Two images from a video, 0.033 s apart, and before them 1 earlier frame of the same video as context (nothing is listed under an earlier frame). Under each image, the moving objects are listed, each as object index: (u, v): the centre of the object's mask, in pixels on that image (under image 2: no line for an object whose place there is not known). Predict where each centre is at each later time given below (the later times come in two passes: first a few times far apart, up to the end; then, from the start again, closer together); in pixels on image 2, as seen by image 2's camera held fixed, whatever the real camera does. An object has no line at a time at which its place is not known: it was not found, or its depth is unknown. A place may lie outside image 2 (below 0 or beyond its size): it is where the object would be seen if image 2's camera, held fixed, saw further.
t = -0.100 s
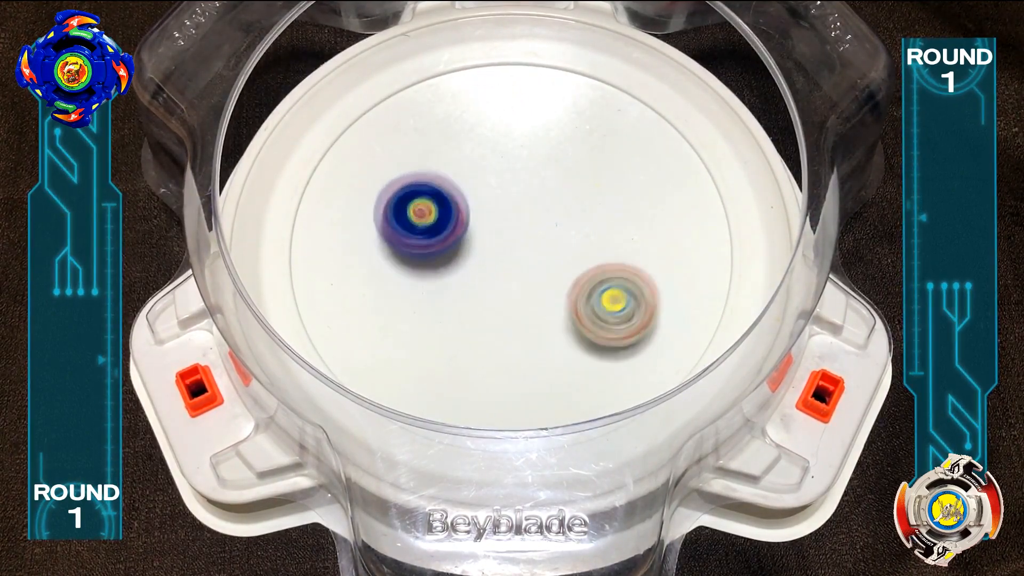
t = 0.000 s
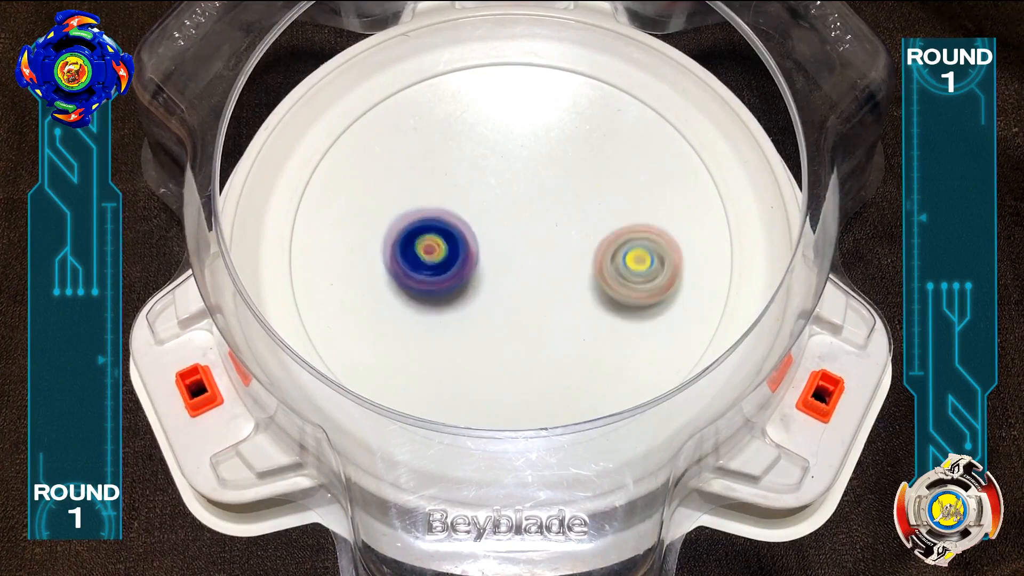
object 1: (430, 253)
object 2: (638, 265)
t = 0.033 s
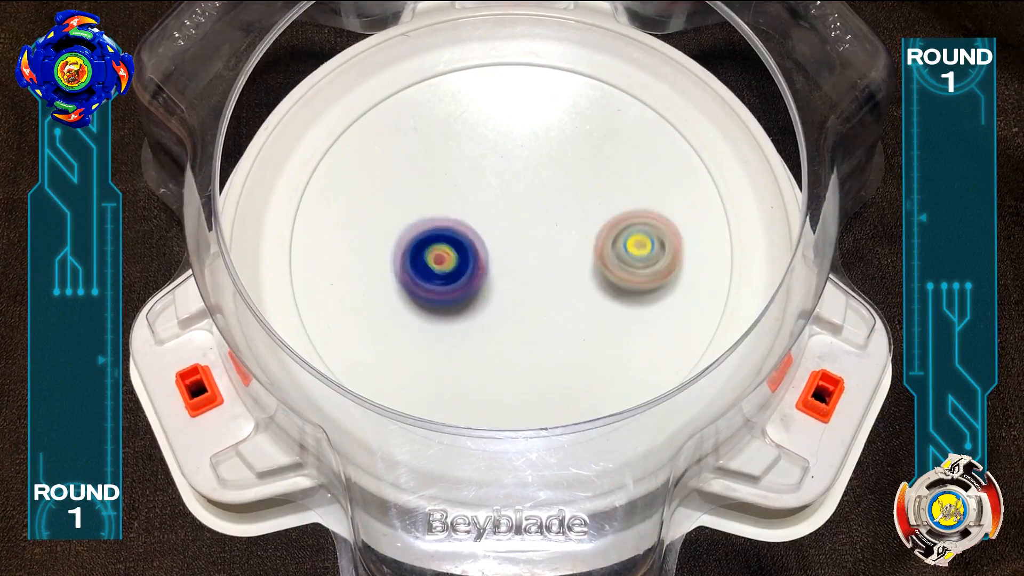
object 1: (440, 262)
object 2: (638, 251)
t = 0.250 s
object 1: (533, 269)
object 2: (568, 177)
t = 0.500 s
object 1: (577, 191)
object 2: (436, 204)
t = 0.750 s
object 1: (499, 163)
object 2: (428, 303)
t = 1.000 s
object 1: (468, 246)
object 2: (539, 307)
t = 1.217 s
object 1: (496, 283)
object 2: (624, 237)
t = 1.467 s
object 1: (521, 226)
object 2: (568, 144)
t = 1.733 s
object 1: (464, 262)
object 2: (464, 113)
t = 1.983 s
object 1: (518, 257)
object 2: (434, 224)
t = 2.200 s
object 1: (551, 204)
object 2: (490, 303)
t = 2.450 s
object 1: (494, 186)
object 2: (598, 293)
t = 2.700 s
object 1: (494, 254)
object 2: (591, 208)
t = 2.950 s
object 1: (567, 260)
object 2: (490, 183)
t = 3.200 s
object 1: (540, 203)
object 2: (425, 243)
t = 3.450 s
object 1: (474, 217)
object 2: (468, 304)
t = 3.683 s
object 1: (462, 160)
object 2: (535, 381)
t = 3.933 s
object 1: (472, 176)
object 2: (596, 342)
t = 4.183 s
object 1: (515, 178)
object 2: (614, 283)
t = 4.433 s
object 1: (471, 163)
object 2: (615, 254)
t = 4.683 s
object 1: (425, 195)
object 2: (606, 242)
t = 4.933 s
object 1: (375, 194)
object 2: (624, 242)
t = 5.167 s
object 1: (393, 205)
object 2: (560, 248)
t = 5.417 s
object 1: (424, 212)
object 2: (517, 278)
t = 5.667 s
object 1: (467, 205)
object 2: (522, 298)
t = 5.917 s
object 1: (509, 203)
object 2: (533, 298)
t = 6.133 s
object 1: (545, 204)
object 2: (534, 302)
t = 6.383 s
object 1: (570, 206)
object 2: (535, 291)
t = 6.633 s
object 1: (637, 179)
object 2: (407, 288)
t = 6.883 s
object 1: (585, 231)
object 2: (433, 267)
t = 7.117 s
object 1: (491, 336)
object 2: (465, 258)
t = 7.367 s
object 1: (461, 372)
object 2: (495, 274)
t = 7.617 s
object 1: (448, 339)
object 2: (506, 284)
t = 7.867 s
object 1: (423, 274)
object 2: (525, 282)
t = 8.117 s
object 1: (440, 281)
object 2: (556, 268)
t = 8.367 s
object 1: (442, 281)
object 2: (549, 268)
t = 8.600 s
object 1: (435, 271)
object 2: (536, 262)
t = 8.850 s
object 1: (441, 275)
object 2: (523, 276)
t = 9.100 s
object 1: (438, 272)
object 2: (549, 261)
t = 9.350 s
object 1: (438, 271)
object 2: (526, 266)
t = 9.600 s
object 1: (438, 270)
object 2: (526, 267)
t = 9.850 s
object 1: (437, 270)
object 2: (546, 260)
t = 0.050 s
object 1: (446, 266)
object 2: (637, 243)
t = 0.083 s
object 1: (460, 273)
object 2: (633, 228)
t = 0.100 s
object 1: (467, 275)
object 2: (630, 221)
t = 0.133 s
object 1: (482, 278)
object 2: (619, 208)
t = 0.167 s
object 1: (498, 279)
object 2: (607, 197)
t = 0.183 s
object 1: (505, 278)
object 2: (601, 192)
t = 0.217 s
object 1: (519, 275)
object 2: (586, 184)
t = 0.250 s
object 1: (533, 269)
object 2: (568, 177)
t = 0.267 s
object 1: (540, 267)
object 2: (559, 174)
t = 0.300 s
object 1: (551, 259)
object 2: (540, 172)
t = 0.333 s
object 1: (561, 249)
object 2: (521, 171)
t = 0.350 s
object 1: (565, 244)
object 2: (511, 172)
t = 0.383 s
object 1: (572, 233)
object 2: (492, 175)
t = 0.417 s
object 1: (577, 221)
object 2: (474, 181)
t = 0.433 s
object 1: (578, 215)
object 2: (465, 184)
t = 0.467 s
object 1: (579, 203)
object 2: (450, 193)
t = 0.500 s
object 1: (577, 191)
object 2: (436, 204)
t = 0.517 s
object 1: (575, 187)
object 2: (429, 210)
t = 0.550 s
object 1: (569, 176)
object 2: (419, 223)
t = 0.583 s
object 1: (561, 166)
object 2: (413, 237)
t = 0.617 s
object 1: (551, 159)
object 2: (409, 251)
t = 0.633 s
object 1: (545, 156)
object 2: (409, 258)
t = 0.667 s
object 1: (532, 154)
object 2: (411, 273)
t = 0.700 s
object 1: (518, 155)
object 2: (416, 286)
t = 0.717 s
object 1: (511, 157)
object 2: (419, 292)
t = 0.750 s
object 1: (499, 163)
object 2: (428, 303)
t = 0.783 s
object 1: (487, 170)
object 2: (440, 313)
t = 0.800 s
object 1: (482, 174)
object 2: (447, 316)
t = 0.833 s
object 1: (474, 184)
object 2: (461, 321)
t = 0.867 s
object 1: (468, 196)
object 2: (476, 324)
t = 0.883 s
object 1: (467, 202)
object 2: (483, 324)
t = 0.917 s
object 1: (464, 215)
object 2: (500, 323)
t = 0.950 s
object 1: (464, 228)
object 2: (516, 318)
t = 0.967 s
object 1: (465, 233)
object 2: (524, 315)
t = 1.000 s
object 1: (468, 246)
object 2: (539, 307)
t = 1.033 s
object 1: (469, 253)
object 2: (556, 302)
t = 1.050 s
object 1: (467, 255)
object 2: (567, 300)
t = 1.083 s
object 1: (467, 261)
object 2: (585, 292)
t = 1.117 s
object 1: (469, 269)
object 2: (599, 281)
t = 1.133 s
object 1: (472, 273)
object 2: (605, 275)
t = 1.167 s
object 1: (480, 280)
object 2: (614, 261)
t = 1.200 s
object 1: (490, 282)
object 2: (621, 245)
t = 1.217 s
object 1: (496, 283)
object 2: (624, 237)
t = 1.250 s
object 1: (507, 280)
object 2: (625, 221)
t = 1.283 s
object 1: (518, 275)
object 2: (623, 206)
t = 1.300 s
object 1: (523, 271)
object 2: (620, 199)
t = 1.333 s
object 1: (529, 261)
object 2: (613, 186)
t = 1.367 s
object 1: (533, 250)
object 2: (604, 174)
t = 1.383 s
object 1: (533, 246)
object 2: (597, 169)
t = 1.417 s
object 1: (532, 235)
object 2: (584, 162)
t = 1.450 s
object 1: (528, 226)
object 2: (570, 154)
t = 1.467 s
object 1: (521, 226)
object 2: (568, 144)
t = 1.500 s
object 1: (509, 226)
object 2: (562, 127)
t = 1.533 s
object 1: (498, 228)
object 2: (552, 116)
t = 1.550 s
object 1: (492, 230)
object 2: (545, 112)
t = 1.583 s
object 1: (483, 234)
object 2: (531, 105)
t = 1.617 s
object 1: (474, 239)
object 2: (516, 101)
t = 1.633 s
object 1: (471, 242)
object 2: (509, 101)
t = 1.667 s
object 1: (466, 248)
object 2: (493, 101)
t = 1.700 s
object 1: (464, 255)
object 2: (478, 105)
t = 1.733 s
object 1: (464, 262)
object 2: (464, 113)
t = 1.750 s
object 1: (466, 265)
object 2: (459, 118)
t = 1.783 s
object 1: (470, 271)
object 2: (449, 130)
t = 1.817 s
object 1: (477, 275)
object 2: (441, 143)
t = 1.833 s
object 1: (482, 276)
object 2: (438, 151)
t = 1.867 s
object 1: (490, 275)
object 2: (433, 166)
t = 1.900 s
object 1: (499, 272)
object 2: (430, 183)
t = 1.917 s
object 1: (503, 270)
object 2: (430, 193)
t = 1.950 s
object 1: (510, 264)
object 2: (432, 210)
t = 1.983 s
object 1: (518, 257)
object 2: (434, 224)
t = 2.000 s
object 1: (525, 255)
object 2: (434, 230)
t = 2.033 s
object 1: (535, 248)
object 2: (438, 243)
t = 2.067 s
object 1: (542, 240)
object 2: (444, 257)
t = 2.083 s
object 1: (545, 237)
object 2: (448, 264)
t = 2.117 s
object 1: (550, 227)
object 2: (457, 278)
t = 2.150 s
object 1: (552, 219)
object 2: (468, 289)
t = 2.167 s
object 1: (553, 213)
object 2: (475, 295)
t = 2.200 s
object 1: (551, 204)
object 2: (490, 303)
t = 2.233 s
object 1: (548, 195)
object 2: (505, 309)
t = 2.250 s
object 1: (546, 191)
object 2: (514, 311)
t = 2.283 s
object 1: (540, 185)
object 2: (530, 314)
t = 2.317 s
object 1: (533, 181)
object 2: (545, 315)
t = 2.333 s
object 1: (529, 179)
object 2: (553, 315)
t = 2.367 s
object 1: (519, 177)
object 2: (569, 311)
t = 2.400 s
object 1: (508, 180)
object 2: (583, 305)
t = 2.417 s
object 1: (504, 181)
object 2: (588, 301)
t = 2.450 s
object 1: (494, 186)
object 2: (598, 293)
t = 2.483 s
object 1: (487, 193)
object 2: (606, 283)
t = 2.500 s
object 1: (484, 197)
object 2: (609, 277)
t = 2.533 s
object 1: (480, 207)
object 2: (613, 265)
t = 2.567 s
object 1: (478, 218)
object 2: (614, 252)
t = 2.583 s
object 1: (478, 222)
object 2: (613, 247)
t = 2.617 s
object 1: (480, 232)
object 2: (609, 236)
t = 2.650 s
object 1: (485, 242)
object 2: (604, 224)
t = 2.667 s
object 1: (488, 246)
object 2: (600, 218)
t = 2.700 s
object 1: (494, 254)
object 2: (591, 208)
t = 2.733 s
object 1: (502, 260)
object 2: (580, 199)
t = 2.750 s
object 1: (507, 264)
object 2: (574, 196)
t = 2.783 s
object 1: (516, 268)
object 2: (561, 190)
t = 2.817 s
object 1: (527, 272)
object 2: (548, 185)
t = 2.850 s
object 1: (538, 271)
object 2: (533, 182)
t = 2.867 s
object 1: (544, 271)
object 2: (525, 181)
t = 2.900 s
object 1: (554, 268)
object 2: (509, 181)
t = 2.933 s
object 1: (563, 264)
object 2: (497, 183)
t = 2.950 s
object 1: (567, 260)
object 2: (490, 183)
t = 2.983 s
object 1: (572, 252)
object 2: (475, 188)
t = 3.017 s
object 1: (575, 243)
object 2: (462, 193)
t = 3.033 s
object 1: (575, 239)
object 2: (457, 196)
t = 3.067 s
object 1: (573, 229)
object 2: (447, 205)
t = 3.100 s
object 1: (568, 221)
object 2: (438, 212)
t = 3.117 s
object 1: (565, 217)
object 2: (433, 218)
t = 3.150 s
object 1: (556, 210)
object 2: (428, 228)
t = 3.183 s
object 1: (546, 205)
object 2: (425, 239)
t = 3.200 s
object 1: (540, 203)
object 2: (425, 243)
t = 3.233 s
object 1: (529, 201)
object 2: (425, 253)
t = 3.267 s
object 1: (517, 201)
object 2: (428, 262)
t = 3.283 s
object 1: (511, 202)
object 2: (430, 267)
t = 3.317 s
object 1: (500, 205)
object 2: (437, 273)
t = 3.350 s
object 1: (492, 206)
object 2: (443, 281)
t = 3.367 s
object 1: (488, 207)
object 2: (446, 286)
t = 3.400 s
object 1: (481, 210)
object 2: (453, 295)
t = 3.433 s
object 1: (475, 213)
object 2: (462, 301)
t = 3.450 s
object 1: (474, 217)
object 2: (468, 304)
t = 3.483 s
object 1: (472, 213)
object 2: (474, 319)
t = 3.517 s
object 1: (473, 199)
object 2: (481, 337)
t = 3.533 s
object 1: (472, 195)
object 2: (486, 344)
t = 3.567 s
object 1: (471, 187)
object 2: (495, 357)
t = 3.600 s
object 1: (469, 177)
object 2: (505, 367)
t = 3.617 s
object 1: (467, 173)
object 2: (512, 371)
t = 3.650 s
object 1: (465, 166)
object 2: (523, 377)
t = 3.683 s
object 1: (462, 160)
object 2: (535, 381)
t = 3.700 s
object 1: (460, 157)
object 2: (541, 382)
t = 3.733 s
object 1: (458, 154)
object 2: (551, 382)
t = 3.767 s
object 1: (456, 153)
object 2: (561, 380)
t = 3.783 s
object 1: (455, 153)
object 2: (564, 378)
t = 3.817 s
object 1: (456, 155)
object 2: (573, 375)
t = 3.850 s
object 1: (458, 160)
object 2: (581, 367)
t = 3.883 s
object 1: (462, 165)
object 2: (587, 360)
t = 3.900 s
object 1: (465, 169)
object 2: (590, 355)
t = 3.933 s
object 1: (472, 176)
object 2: (596, 342)
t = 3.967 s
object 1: (481, 183)
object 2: (599, 331)
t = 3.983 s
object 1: (486, 186)
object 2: (600, 323)
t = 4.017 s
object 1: (495, 192)
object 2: (601, 310)
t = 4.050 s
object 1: (504, 197)
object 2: (600, 295)
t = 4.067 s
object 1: (510, 200)
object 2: (599, 288)
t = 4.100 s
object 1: (519, 205)
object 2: (595, 275)
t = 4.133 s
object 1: (524, 203)
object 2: (597, 269)
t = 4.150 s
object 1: (520, 193)
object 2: (602, 275)
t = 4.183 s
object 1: (515, 178)
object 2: (614, 283)
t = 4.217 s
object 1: (510, 167)
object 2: (619, 285)
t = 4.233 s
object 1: (508, 164)
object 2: (620, 284)
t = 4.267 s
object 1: (502, 158)
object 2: (622, 281)
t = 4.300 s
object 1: (495, 153)
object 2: (624, 276)
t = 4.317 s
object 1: (492, 152)
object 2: (623, 273)
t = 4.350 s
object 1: (484, 151)
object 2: (624, 267)
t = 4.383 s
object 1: (478, 154)
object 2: (621, 262)
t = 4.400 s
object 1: (475, 157)
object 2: (619, 259)
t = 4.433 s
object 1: (471, 163)
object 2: (615, 254)
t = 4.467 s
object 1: (470, 171)
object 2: (610, 248)
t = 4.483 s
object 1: (470, 176)
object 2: (607, 245)
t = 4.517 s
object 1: (471, 185)
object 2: (597, 240)
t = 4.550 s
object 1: (473, 193)
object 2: (589, 236)
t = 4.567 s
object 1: (475, 197)
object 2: (582, 232)
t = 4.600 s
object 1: (479, 206)
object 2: (571, 228)
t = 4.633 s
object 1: (466, 205)
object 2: (576, 231)
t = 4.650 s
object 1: (451, 201)
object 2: (588, 236)
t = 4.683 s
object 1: (425, 195)
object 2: (606, 242)
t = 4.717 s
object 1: (408, 192)
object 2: (616, 245)
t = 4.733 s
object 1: (403, 191)
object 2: (620, 246)
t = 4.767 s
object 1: (397, 191)
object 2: (624, 245)
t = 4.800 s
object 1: (395, 192)
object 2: (626, 246)
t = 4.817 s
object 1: (393, 193)
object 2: (626, 245)
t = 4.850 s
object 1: (389, 194)
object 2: (626, 245)
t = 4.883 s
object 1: (383, 195)
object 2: (626, 244)
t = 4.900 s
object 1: (381, 194)
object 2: (625, 243)
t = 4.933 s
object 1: (375, 194)
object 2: (624, 242)
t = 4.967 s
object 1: (370, 192)
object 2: (621, 242)
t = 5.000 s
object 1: (366, 192)
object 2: (614, 242)
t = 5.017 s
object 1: (366, 192)
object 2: (611, 243)
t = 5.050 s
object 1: (368, 194)
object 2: (602, 243)
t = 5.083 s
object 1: (372, 196)
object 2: (591, 244)
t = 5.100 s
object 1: (376, 198)
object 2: (585, 245)
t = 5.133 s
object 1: (384, 201)
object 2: (571, 246)
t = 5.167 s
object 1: (393, 205)
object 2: (560, 248)
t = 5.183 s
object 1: (397, 206)
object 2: (552, 248)
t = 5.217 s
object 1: (407, 210)
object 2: (540, 250)
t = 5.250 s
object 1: (414, 214)
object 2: (526, 252)
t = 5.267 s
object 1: (418, 217)
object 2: (521, 252)
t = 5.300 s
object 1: (422, 219)
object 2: (512, 256)
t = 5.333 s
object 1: (414, 211)
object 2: (518, 266)
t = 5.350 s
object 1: (413, 208)
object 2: (519, 271)
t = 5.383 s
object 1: (415, 208)
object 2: (519, 275)
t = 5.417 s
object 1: (424, 212)
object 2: (517, 278)
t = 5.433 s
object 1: (428, 215)
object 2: (516, 279)
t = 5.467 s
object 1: (434, 219)
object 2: (514, 279)
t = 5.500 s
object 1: (441, 221)
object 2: (512, 280)
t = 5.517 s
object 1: (443, 220)
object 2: (514, 282)
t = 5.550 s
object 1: (450, 220)
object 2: (514, 284)
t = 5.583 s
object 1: (454, 217)
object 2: (514, 287)
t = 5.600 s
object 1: (457, 213)
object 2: (517, 290)
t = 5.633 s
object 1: (462, 207)
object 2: (520, 296)
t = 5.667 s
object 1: (467, 205)
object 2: (522, 298)
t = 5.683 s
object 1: (469, 204)
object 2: (523, 299)
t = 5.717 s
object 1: (473, 201)
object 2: (525, 300)
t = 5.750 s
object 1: (480, 199)
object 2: (526, 300)
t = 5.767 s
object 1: (483, 198)
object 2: (526, 300)
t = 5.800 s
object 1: (489, 198)
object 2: (528, 300)
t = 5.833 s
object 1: (494, 198)
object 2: (529, 299)
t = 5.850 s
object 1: (497, 198)
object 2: (529, 299)
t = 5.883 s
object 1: (503, 200)
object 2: (531, 298)
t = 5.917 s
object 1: (509, 203)
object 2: (533, 298)
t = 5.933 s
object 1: (511, 205)
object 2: (533, 295)
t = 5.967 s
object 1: (515, 206)
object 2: (534, 292)
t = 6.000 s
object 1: (520, 205)
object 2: (534, 294)
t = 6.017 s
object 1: (522, 205)
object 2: (534, 292)
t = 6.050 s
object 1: (528, 207)
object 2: (535, 291)
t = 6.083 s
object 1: (536, 207)
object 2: (534, 297)
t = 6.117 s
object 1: (543, 205)
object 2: (534, 301)
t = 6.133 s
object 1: (545, 204)
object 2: (534, 302)
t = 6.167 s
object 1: (549, 204)
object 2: (534, 303)
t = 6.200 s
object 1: (556, 201)
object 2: (535, 302)
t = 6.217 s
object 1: (559, 201)
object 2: (536, 302)
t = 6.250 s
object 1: (562, 201)
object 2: (535, 302)
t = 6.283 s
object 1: (567, 203)
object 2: (537, 300)
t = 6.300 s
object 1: (568, 203)
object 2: (537, 300)
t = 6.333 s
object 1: (570, 204)
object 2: (536, 297)
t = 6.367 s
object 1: (571, 206)
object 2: (536, 294)
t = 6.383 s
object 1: (570, 206)
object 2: (535, 291)
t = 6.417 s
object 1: (570, 208)
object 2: (533, 286)
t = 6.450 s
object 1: (573, 211)
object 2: (530, 278)
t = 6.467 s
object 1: (585, 203)
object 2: (510, 286)
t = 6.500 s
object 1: (610, 185)
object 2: (478, 290)
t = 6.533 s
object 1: (630, 178)
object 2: (451, 293)
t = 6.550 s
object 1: (635, 175)
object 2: (438, 295)
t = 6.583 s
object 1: (640, 174)
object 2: (422, 295)
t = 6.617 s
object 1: (639, 178)
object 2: (409, 289)
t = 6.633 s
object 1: (637, 179)
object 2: (407, 288)
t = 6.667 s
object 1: (632, 183)
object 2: (406, 285)
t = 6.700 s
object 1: (627, 185)
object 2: (407, 282)
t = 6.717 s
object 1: (625, 186)
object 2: (408, 281)
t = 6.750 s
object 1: (620, 188)
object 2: (410, 278)
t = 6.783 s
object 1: (614, 195)
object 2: (415, 273)
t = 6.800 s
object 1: (610, 200)
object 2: (418, 272)
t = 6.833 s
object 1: (602, 211)
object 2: (423, 269)
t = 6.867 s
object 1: (592, 223)
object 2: (430, 269)
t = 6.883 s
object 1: (585, 231)
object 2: (433, 267)
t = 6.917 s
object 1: (571, 247)
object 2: (439, 268)
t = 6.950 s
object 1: (555, 262)
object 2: (445, 268)
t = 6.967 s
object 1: (545, 269)
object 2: (447, 268)
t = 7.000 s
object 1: (530, 286)
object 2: (450, 266)
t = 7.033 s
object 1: (517, 299)
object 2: (451, 261)
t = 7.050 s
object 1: (510, 310)
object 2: (451, 260)
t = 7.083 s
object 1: (498, 323)
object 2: (457, 257)
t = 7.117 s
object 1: (491, 336)
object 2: (465, 258)
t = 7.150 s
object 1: (485, 347)
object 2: (473, 258)
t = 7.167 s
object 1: (482, 351)
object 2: (476, 260)
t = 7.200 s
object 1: (478, 358)
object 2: (480, 264)
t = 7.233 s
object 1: (473, 364)
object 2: (480, 266)
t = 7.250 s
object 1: (470, 367)
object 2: (483, 266)
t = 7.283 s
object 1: (466, 370)
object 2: (488, 270)
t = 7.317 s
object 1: (463, 372)
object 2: (490, 272)
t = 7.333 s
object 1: (462, 372)
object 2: (489, 273)
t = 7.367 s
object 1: (461, 372)
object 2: (495, 274)
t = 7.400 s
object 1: (461, 372)
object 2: (498, 277)
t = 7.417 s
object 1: (461, 371)
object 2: (501, 278)
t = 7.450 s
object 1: (460, 368)
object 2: (504, 279)
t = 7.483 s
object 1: (459, 365)
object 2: (505, 283)
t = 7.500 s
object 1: (458, 363)
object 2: (505, 283)
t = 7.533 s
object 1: (456, 357)
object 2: (503, 285)
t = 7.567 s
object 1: (454, 350)
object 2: (503, 283)
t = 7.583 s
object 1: (453, 347)
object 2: (506, 283)
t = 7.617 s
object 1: (448, 339)
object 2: (506, 284)
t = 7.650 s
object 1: (444, 329)
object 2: (511, 282)
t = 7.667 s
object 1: (443, 325)
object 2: (511, 282)
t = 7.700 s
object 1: (439, 317)
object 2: (514, 282)
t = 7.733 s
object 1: (436, 305)
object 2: (517, 285)
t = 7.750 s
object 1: (434, 300)
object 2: (517, 288)
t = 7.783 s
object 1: (431, 291)
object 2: (520, 289)
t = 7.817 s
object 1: (428, 283)
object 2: (520, 287)
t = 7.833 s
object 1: (426, 280)
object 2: (521, 285)
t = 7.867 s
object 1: (423, 274)
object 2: (525, 282)
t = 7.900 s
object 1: (423, 272)
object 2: (529, 283)
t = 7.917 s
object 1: (424, 271)
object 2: (531, 282)
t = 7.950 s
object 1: (427, 272)
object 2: (535, 279)
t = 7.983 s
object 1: (430, 274)
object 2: (539, 277)
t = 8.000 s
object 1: (433, 275)
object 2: (542, 276)
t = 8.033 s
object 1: (435, 276)
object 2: (546, 273)
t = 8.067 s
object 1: (438, 278)
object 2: (551, 271)
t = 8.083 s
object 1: (439, 279)
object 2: (554, 271)
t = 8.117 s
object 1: (440, 281)
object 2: (556, 268)
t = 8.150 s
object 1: (442, 283)
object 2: (559, 266)
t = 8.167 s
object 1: (442, 283)
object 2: (560, 265)
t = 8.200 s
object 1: (443, 285)
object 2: (563, 266)
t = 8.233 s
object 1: (443, 285)
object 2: (562, 269)
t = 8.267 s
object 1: (444, 285)
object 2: (559, 272)
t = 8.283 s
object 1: (444, 285)
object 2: (556, 272)
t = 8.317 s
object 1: (444, 284)
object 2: (552, 271)
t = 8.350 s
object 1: (443, 282)
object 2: (551, 271)
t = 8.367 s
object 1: (442, 281)
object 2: (549, 268)
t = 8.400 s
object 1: (441, 279)
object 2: (547, 265)
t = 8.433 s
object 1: (440, 278)
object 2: (547, 262)
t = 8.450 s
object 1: (440, 277)
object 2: (548, 262)
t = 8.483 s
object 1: (438, 275)
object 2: (546, 262)
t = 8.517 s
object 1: (437, 274)
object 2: (544, 263)
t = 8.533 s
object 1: (436, 273)
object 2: (543, 263)
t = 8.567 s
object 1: (435, 271)
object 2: (540, 262)
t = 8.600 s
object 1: (435, 271)
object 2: (536, 262)
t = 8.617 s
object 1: (435, 271)
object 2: (534, 263)
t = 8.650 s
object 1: (436, 271)
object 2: (529, 266)
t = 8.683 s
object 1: (438, 273)
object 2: (525, 269)
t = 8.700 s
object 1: (438, 273)
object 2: (524, 272)
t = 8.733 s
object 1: (438, 273)
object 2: (523, 275)
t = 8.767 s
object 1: (439, 274)
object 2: (523, 278)
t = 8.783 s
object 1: (440, 274)
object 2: (523, 278)
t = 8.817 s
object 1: (440, 275)
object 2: (523, 278)
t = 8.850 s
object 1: (441, 275)
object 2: (523, 276)
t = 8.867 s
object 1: (441, 275)
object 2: (523, 274)
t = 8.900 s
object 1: (441, 275)
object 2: (524, 270)
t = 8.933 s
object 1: (440, 275)
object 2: (527, 266)
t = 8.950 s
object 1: (440, 274)
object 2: (529, 265)
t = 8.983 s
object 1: (440, 274)
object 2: (534, 262)
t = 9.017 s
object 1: (439, 273)
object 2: (539, 261)
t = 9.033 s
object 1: (439, 273)
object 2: (542, 261)
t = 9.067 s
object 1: (439, 273)
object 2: (547, 261)
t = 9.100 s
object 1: (438, 272)
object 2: (549, 261)
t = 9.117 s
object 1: (438, 272)
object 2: (549, 261)
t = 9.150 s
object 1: (437, 271)
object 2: (549, 261)
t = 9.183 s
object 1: (437, 271)
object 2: (548, 261)
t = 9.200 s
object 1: (437, 270)
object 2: (546, 260)
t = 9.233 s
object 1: (438, 271)
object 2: (542, 260)
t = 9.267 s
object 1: (438, 271)
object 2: (537, 261)
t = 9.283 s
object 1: (438, 271)
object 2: (534, 261)
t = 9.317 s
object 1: (438, 271)
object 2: (530, 263)
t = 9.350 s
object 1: (438, 271)
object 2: (526, 266)
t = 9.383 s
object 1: (438, 271)
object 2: (524, 270)
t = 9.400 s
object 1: (437, 270)
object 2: (523, 271)
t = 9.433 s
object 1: (437, 270)
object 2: (523, 274)
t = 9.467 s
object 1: (438, 271)
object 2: (523, 276)
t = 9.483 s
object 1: (437, 270)
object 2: (523, 276)
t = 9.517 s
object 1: (437, 270)
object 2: (522, 274)
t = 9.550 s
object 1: (438, 271)
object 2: (523, 272)
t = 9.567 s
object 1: (437, 270)
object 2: (524, 270)
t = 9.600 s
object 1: (438, 270)
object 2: (526, 267)
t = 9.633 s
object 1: (437, 270)
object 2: (529, 264)
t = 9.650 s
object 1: (437, 270)
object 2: (531, 262)
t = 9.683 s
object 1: (438, 270)
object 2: (535, 261)
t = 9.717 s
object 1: (437, 270)
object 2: (540, 260)
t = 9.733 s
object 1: (437, 270)
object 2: (542, 260)
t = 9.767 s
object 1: (437, 270)
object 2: (546, 260)
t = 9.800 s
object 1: (437, 270)
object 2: (547, 260)
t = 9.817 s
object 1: (437, 270)
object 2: (547, 260)
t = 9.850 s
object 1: (437, 270)
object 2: (546, 260)
